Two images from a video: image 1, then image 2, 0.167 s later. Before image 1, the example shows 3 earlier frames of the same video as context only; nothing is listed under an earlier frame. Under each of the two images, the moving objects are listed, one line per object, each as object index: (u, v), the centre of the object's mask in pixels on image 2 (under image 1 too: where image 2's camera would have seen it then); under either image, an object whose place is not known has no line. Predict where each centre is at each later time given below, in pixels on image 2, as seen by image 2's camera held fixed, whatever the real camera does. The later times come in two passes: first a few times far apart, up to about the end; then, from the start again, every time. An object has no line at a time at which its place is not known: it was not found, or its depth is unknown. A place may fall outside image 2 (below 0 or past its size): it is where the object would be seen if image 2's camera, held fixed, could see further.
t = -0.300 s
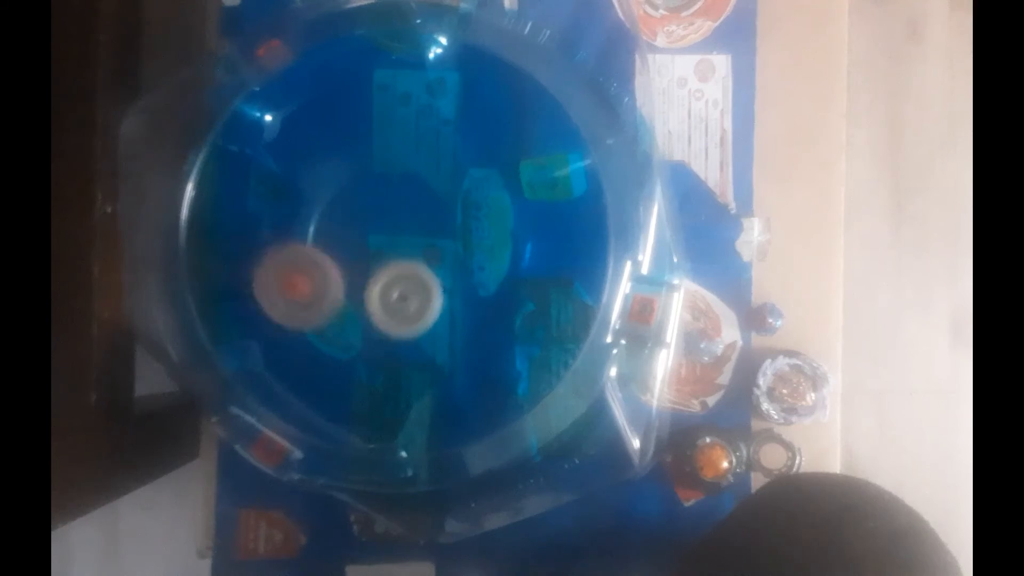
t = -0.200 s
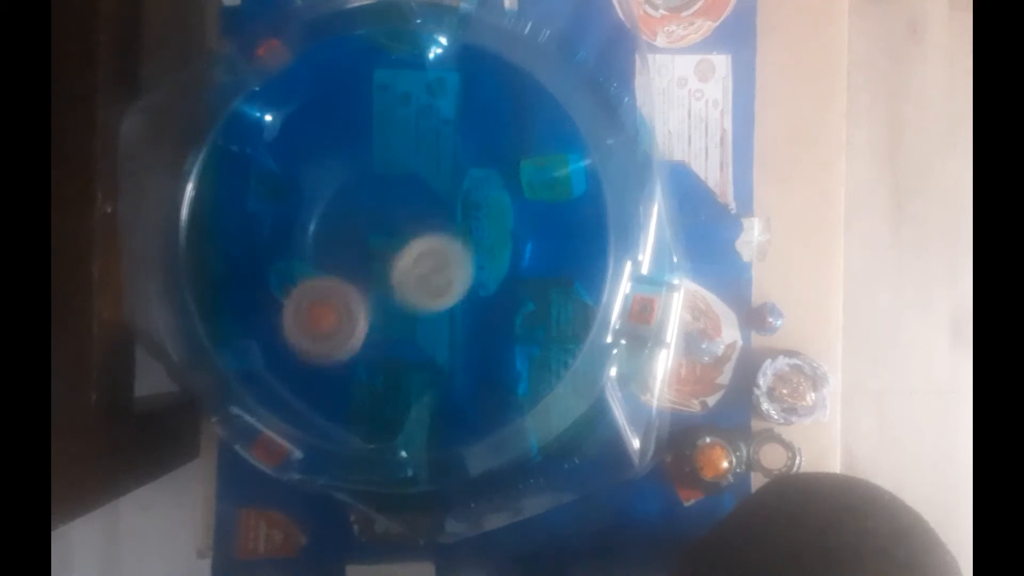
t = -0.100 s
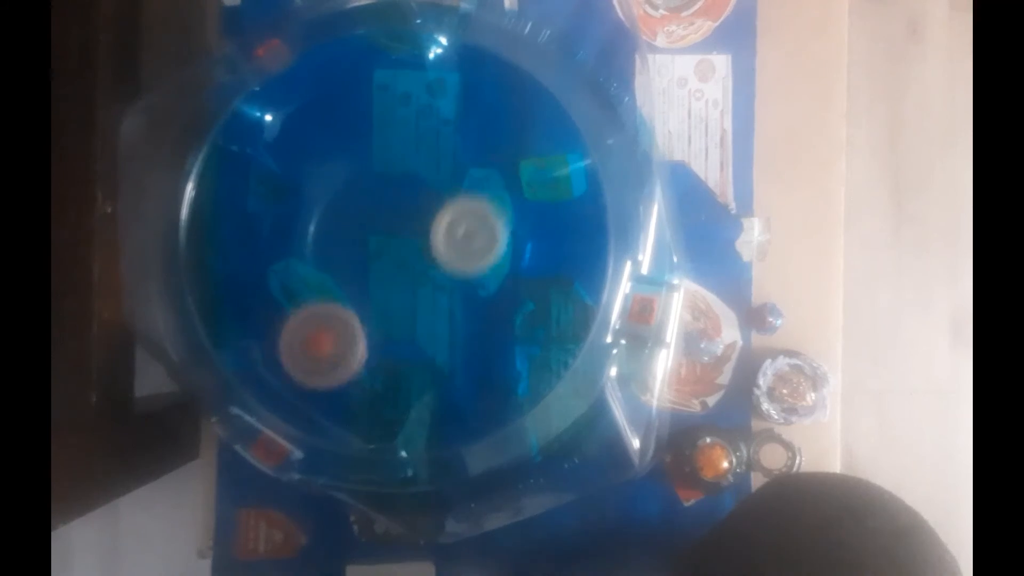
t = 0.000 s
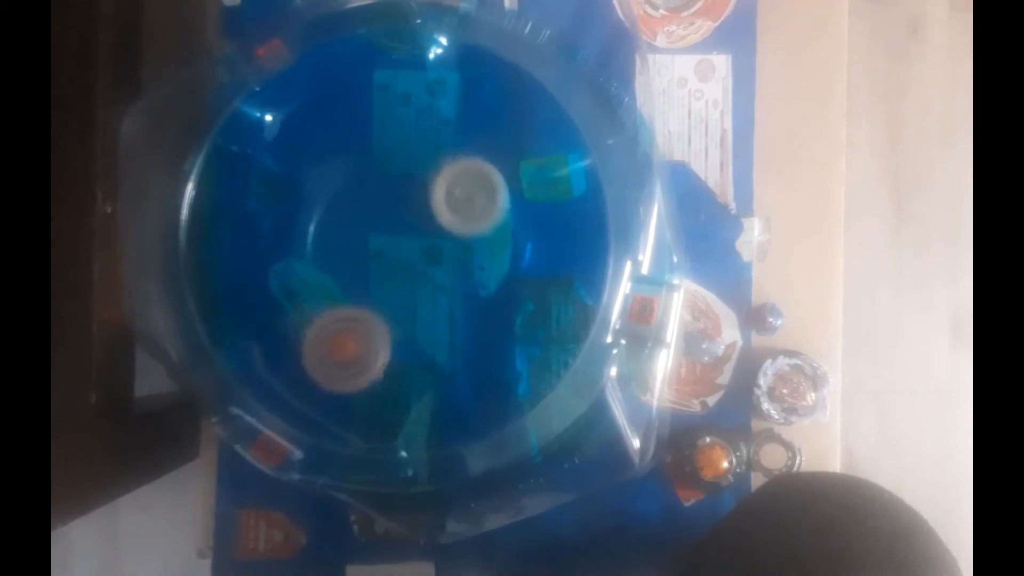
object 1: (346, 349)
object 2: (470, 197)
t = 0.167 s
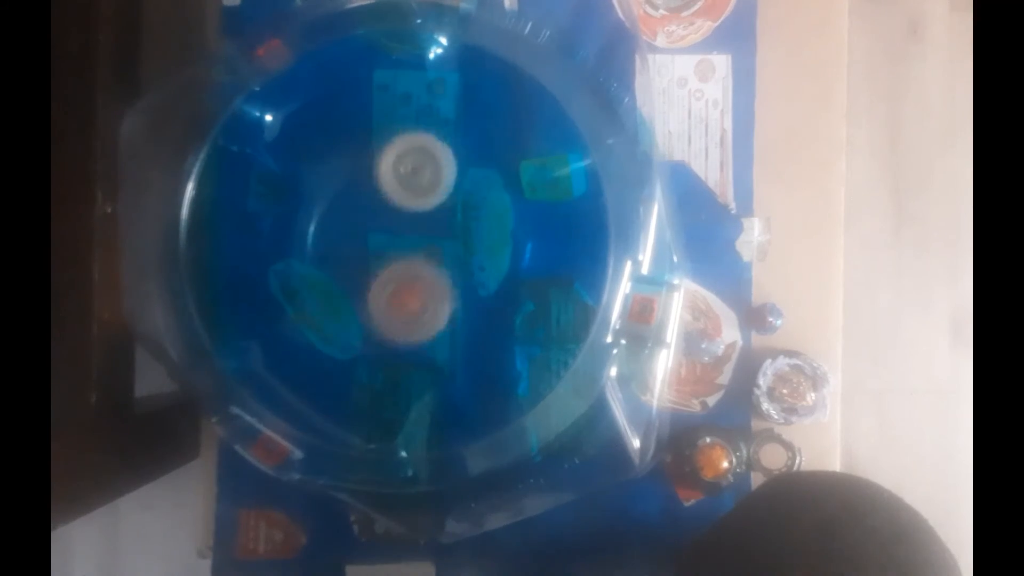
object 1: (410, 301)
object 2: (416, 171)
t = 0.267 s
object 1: (439, 265)
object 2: (387, 190)
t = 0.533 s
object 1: (453, 234)
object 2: (368, 248)
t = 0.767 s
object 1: (454, 232)
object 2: (383, 278)
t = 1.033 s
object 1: (463, 263)
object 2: (341, 280)
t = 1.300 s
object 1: (431, 331)
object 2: (332, 267)
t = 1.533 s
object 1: (480, 462)
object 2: (369, 185)
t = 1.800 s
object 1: (433, 448)
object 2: (442, 206)
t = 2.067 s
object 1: (465, 400)
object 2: (471, 236)
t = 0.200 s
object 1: (421, 289)
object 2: (405, 175)
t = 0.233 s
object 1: (431, 277)
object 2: (396, 182)
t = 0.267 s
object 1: (439, 265)
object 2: (387, 190)
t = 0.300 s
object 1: (445, 254)
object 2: (380, 198)
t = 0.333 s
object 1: (450, 248)
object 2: (373, 206)
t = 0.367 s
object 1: (456, 244)
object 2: (367, 212)
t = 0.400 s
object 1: (459, 241)
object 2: (362, 219)
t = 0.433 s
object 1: (460, 238)
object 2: (361, 227)
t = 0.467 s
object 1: (457, 236)
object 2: (363, 235)
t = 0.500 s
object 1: (454, 234)
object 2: (366, 242)
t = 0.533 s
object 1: (453, 234)
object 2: (368, 248)
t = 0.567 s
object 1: (458, 233)
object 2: (365, 254)
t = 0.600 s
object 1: (462, 232)
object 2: (364, 260)
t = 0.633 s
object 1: (464, 231)
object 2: (365, 266)
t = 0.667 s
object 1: (464, 231)
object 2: (368, 271)
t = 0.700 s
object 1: (462, 231)
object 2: (372, 274)
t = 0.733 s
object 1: (459, 231)
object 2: (377, 276)
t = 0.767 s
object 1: (454, 232)
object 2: (383, 278)
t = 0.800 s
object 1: (454, 235)
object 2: (384, 277)
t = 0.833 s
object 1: (460, 239)
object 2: (377, 276)
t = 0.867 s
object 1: (466, 242)
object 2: (371, 275)
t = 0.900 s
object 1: (470, 247)
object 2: (366, 275)
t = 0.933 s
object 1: (471, 250)
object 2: (360, 276)
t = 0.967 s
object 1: (470, 254)
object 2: (354, 277)
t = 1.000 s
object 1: (467, 258)
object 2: (347, 279)
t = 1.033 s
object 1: (463, 263)
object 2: (341, 280)
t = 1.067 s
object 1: (458, 267)
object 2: (336, 283)
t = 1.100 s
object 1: (451, 272)
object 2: (332, 286)
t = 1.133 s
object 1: (445, 277)
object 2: (330, 290)
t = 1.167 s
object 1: (438, 280)
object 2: (330, 293)
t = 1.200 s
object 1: (431, 285)
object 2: (333, 295)
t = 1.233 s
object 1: (423, 289)
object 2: (337, 295)
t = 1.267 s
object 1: (420, 297)
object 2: (339, 288)
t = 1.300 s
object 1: (431, 331)
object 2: (332, 267)
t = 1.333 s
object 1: (442, 352)
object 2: (327, 243)
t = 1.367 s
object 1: (448, 373)
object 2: (325, 224)
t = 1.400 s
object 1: (457, 396)
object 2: (328, 207)
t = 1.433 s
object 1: (460, 412)
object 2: (337, 196)
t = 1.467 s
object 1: (473, 432)
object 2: (347, 189)
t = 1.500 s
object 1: (478, 447)
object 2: (358, 185)
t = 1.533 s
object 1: (480, 462)
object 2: (369, 185)
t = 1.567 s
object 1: (480, 468)
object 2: (380, 185)
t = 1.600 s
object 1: (476, 468)
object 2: (389, 186)
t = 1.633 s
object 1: (471, 470)
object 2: (398, 189)
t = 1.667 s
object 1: (466, 470)
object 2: (408, 193)
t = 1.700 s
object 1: (456, 466)
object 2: (417, 195)
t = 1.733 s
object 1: (447, 463)
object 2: (426, 199)
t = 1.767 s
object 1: (439, 456)
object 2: (435, 204)
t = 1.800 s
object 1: (433, 448)
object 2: (442, 206)
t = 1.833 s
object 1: (427, 443)
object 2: (450, 209)
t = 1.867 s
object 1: (428, 436)
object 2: (456, 213)
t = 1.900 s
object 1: (432, 432)
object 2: (462, 216)
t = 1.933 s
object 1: (442, 430)
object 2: (465, 220)
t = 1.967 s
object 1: (451, 423)
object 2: (469, 225)
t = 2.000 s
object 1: (456, 417)
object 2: (470, 228)
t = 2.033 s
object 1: (460, 411)
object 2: (471, 232)
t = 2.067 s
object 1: (465, 400)
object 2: (471, 236)
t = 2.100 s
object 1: (472, 388)
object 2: (469, 241)
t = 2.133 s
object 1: (476, 377)
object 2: (469, 246)
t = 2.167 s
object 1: (482, 362)
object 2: (465, 249)
